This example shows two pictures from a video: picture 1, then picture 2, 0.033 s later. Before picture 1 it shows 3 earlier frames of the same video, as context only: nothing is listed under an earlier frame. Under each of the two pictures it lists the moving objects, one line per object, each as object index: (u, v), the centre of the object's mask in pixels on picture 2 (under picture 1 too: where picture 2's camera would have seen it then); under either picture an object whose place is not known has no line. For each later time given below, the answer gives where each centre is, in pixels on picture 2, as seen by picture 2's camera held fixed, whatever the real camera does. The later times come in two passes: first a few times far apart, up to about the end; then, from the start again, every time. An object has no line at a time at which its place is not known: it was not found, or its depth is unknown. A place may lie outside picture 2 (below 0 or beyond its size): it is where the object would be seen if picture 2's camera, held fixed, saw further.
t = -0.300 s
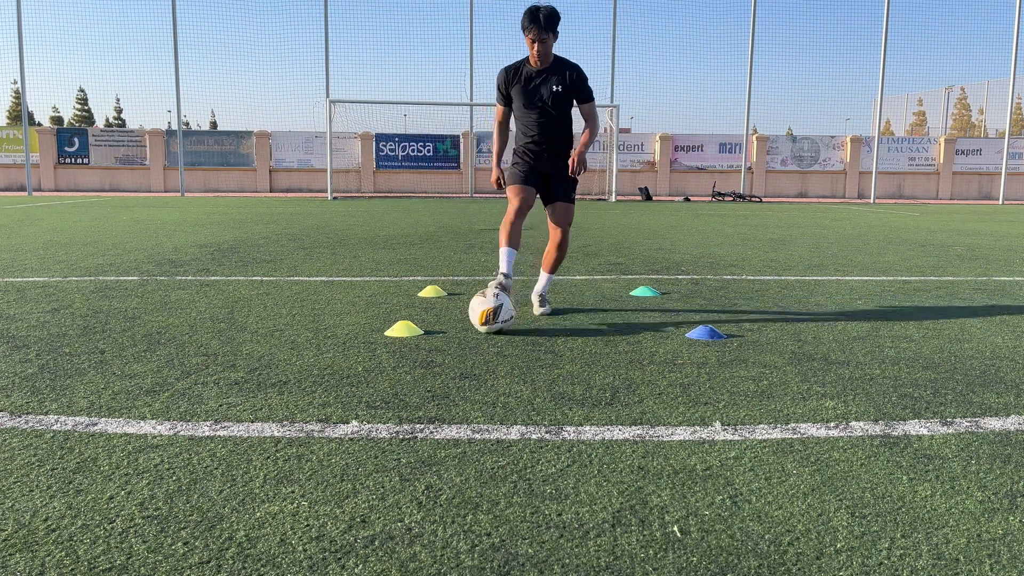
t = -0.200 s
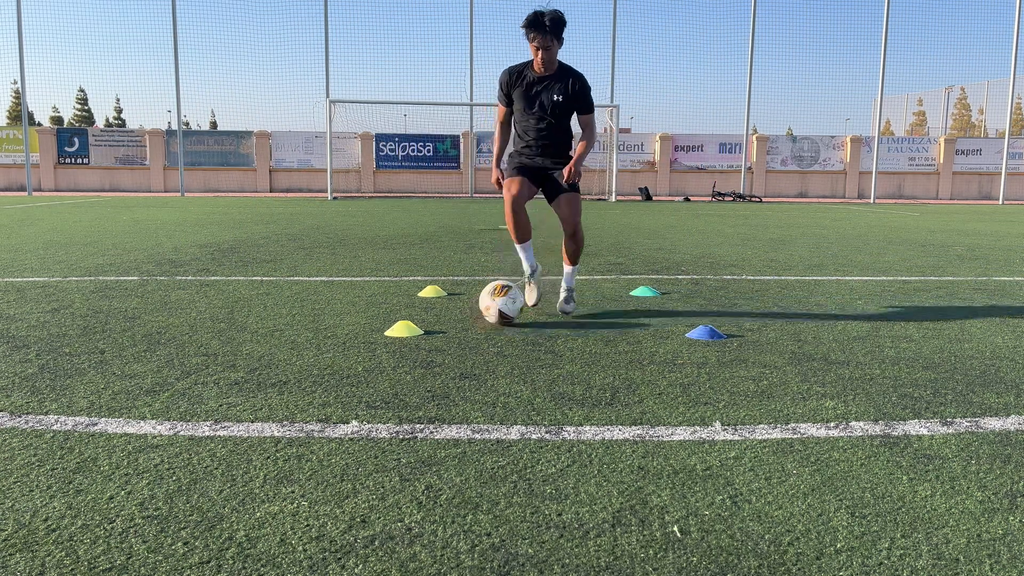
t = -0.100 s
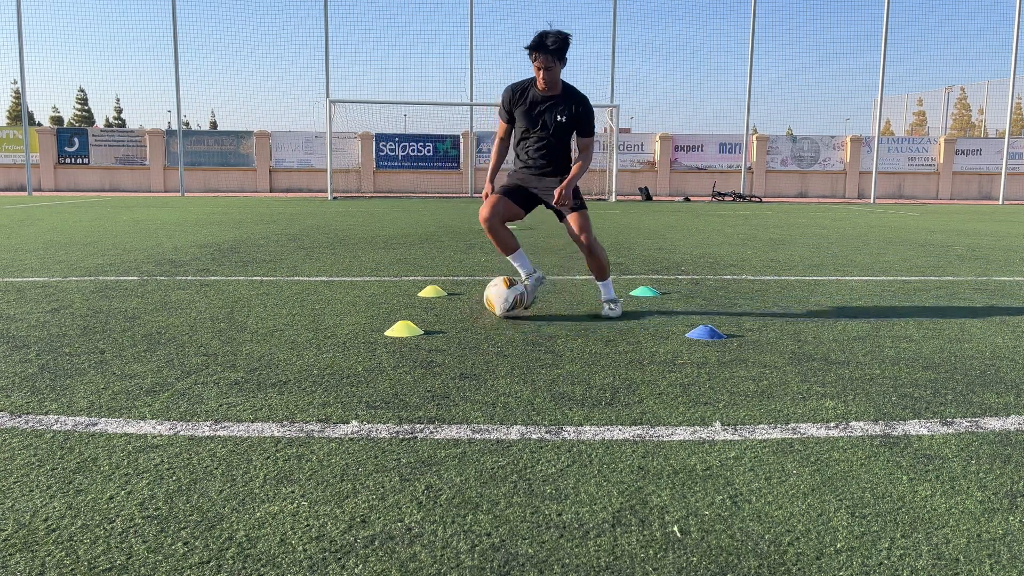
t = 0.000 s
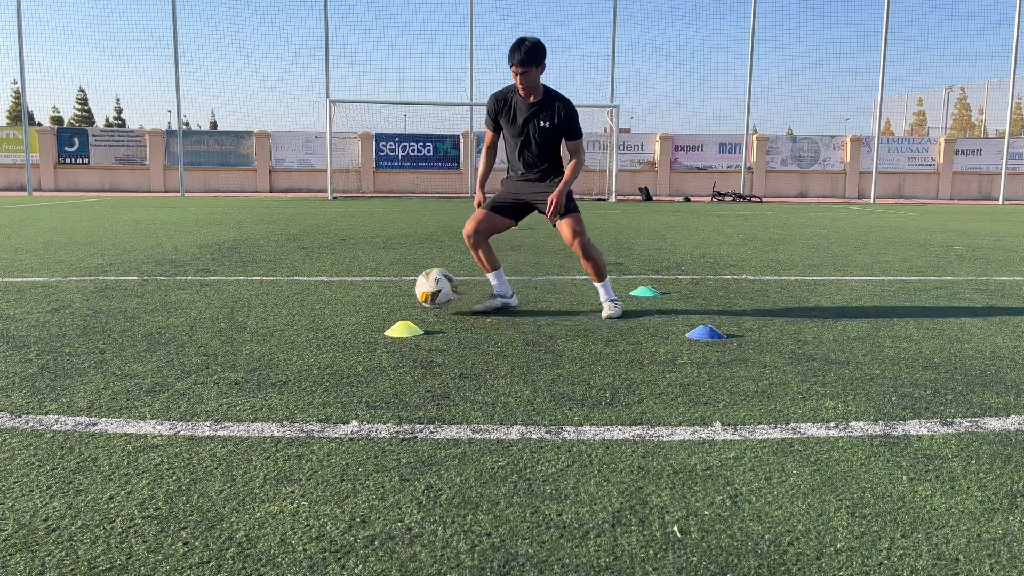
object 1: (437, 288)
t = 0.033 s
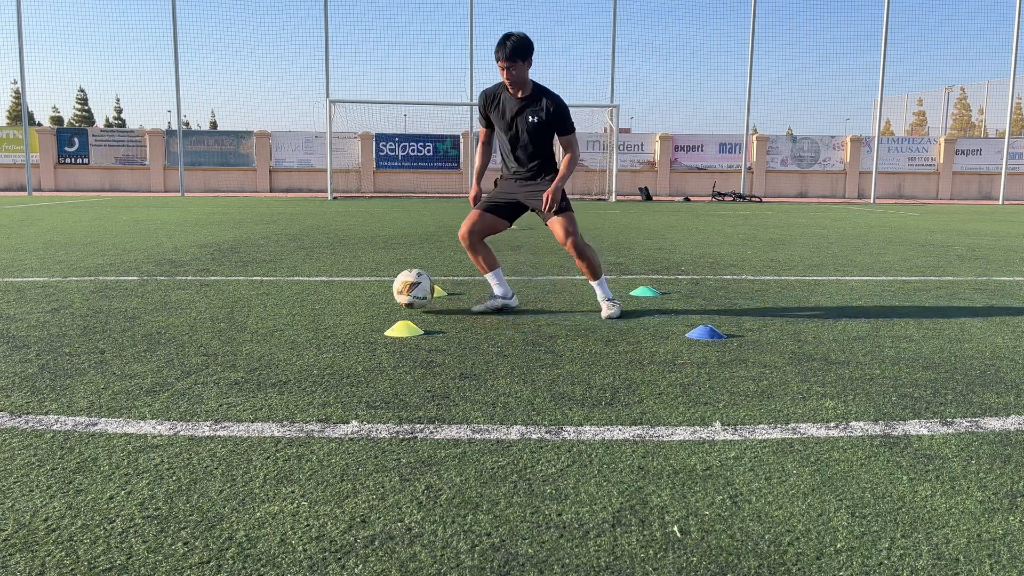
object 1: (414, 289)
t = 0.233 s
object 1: (312, 283)
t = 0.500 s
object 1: (241, 276)
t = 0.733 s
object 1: (193, 269)
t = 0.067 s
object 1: (391, 291)
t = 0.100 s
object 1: (374, 288)
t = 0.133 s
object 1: (357, 286)
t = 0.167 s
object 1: (340, 286)
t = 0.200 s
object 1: (325, 286)
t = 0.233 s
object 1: (312, 283)
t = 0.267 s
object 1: (301, 282)
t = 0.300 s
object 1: (289, 283)
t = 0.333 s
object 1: (280, 281)
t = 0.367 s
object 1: (271, 279)
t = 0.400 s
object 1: (263, 279)
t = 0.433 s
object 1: (256, 278)
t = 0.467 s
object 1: (248, 277)
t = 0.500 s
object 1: (241, 276)
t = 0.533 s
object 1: (233, 275)
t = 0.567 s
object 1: (226, 275)
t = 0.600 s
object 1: (219, 273)
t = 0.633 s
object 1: (212, 272)
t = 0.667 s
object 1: (205, 271)
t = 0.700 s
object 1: (199, 270)
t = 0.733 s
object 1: (193, 269)
